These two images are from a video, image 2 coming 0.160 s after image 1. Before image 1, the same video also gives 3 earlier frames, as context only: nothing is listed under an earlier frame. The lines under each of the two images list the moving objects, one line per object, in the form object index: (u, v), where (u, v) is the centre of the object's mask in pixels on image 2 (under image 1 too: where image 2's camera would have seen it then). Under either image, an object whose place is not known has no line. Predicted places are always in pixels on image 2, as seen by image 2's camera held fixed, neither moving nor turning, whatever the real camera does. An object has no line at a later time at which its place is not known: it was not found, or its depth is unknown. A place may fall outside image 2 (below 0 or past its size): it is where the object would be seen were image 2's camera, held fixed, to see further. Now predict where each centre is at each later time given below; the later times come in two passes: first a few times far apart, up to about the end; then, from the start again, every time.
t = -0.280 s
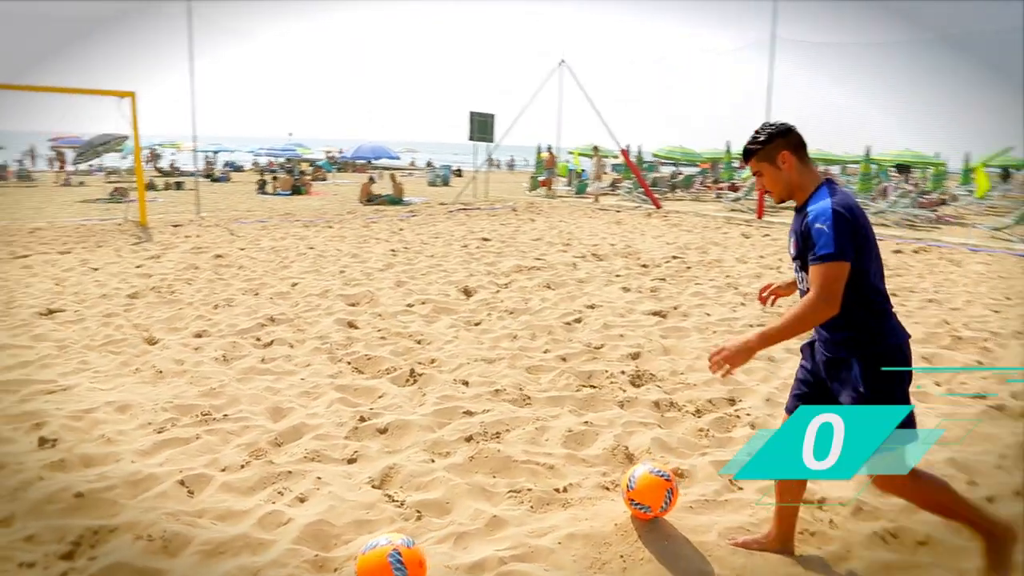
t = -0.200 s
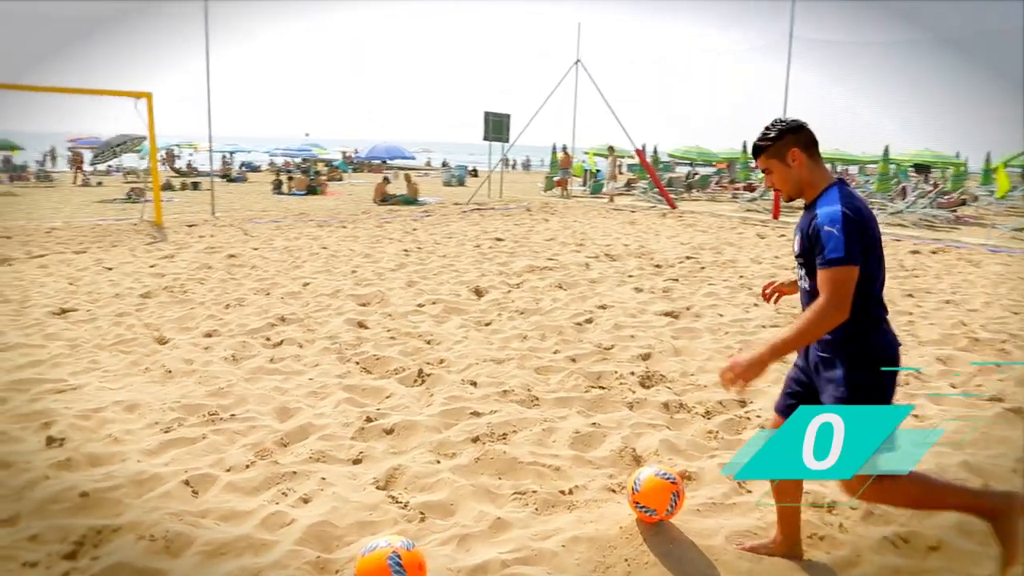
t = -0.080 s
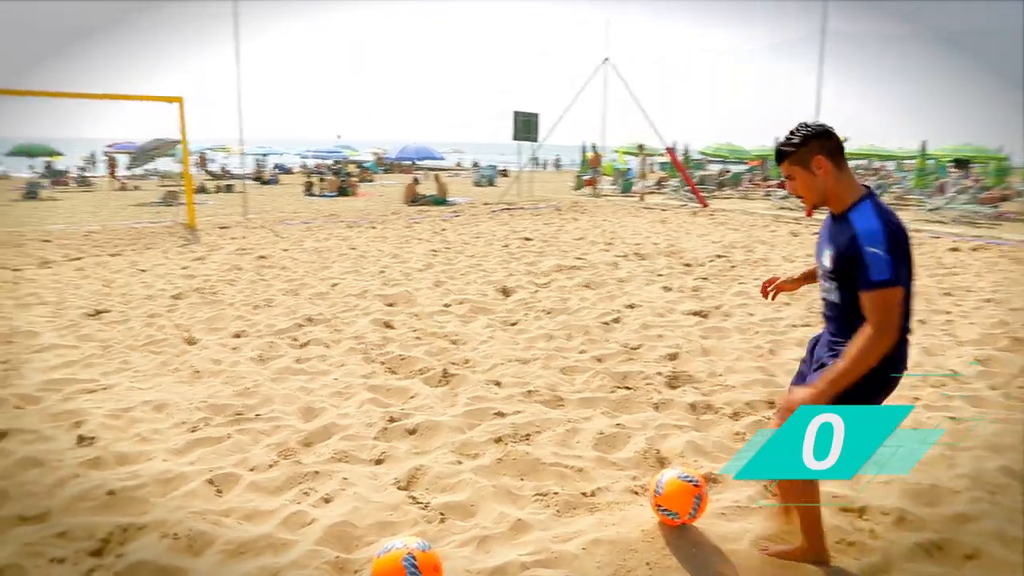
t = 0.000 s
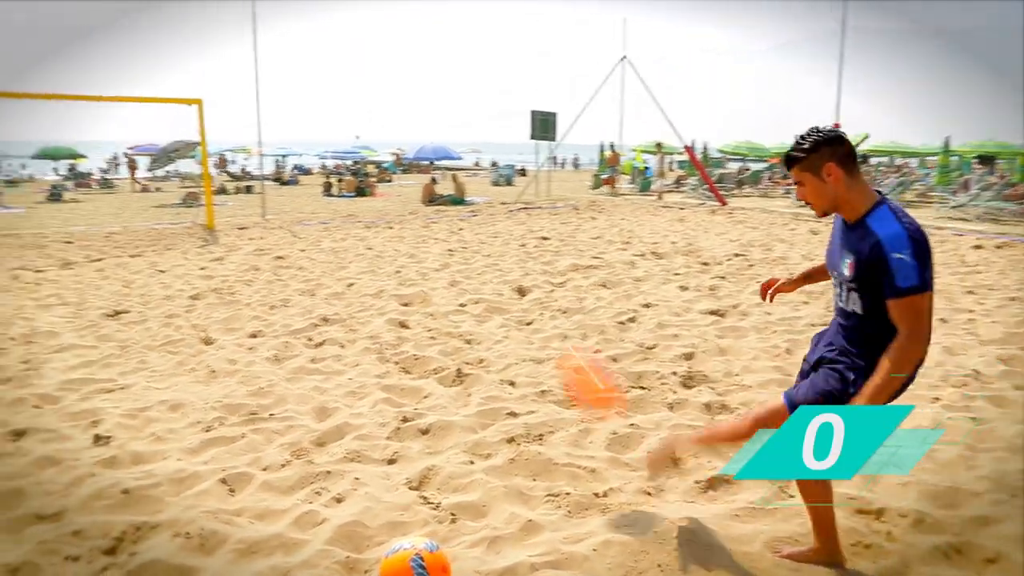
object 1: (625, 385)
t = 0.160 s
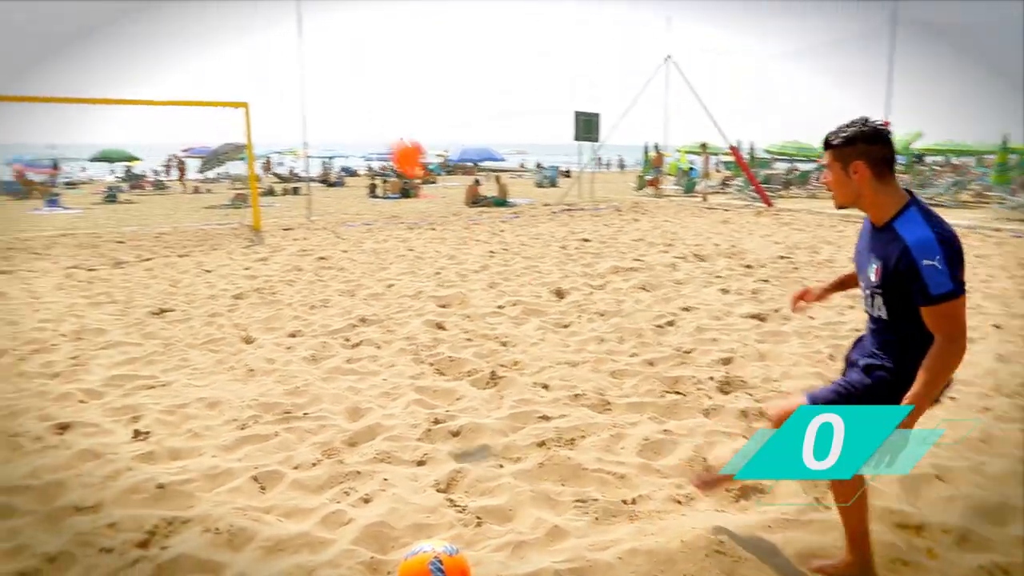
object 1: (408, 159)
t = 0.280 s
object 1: (321, 78)
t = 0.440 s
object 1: (256, 33)
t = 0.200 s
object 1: (373, 123)
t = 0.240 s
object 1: (345, 98)
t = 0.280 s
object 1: (321, 78)
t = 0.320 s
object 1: (300, 63)
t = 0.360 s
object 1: (281, 51)
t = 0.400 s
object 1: (266, 41)
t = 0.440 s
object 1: (256, 33)
